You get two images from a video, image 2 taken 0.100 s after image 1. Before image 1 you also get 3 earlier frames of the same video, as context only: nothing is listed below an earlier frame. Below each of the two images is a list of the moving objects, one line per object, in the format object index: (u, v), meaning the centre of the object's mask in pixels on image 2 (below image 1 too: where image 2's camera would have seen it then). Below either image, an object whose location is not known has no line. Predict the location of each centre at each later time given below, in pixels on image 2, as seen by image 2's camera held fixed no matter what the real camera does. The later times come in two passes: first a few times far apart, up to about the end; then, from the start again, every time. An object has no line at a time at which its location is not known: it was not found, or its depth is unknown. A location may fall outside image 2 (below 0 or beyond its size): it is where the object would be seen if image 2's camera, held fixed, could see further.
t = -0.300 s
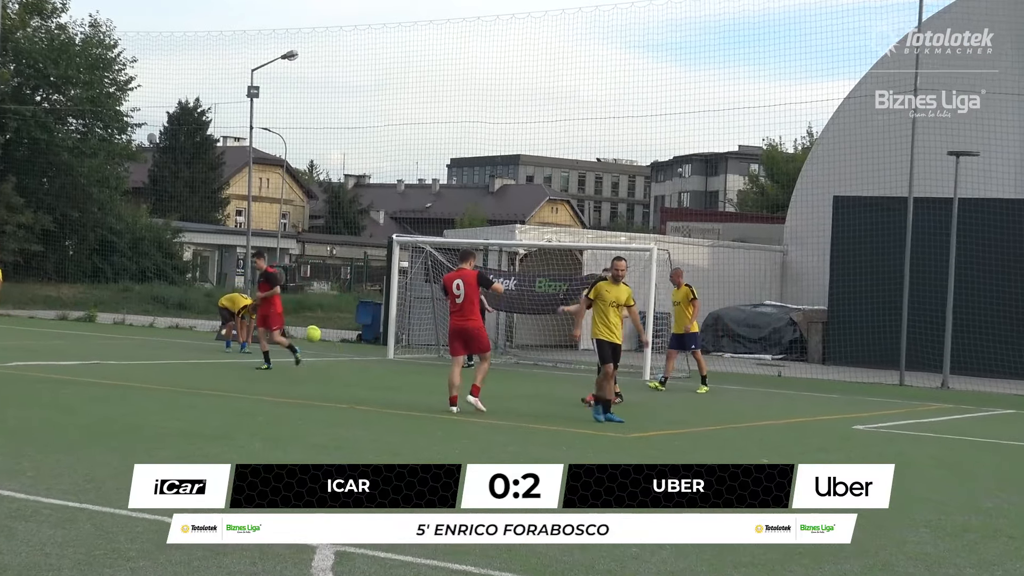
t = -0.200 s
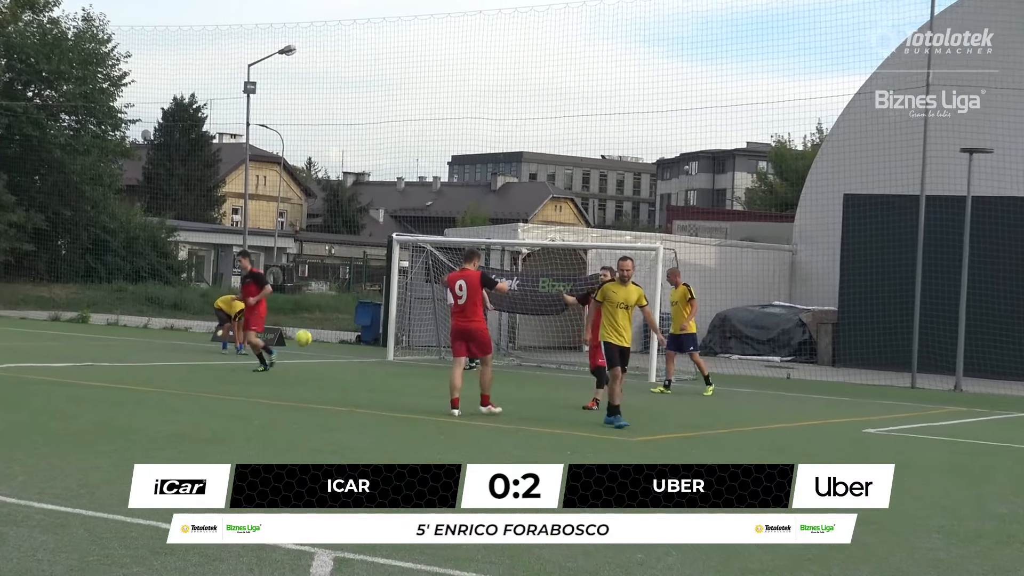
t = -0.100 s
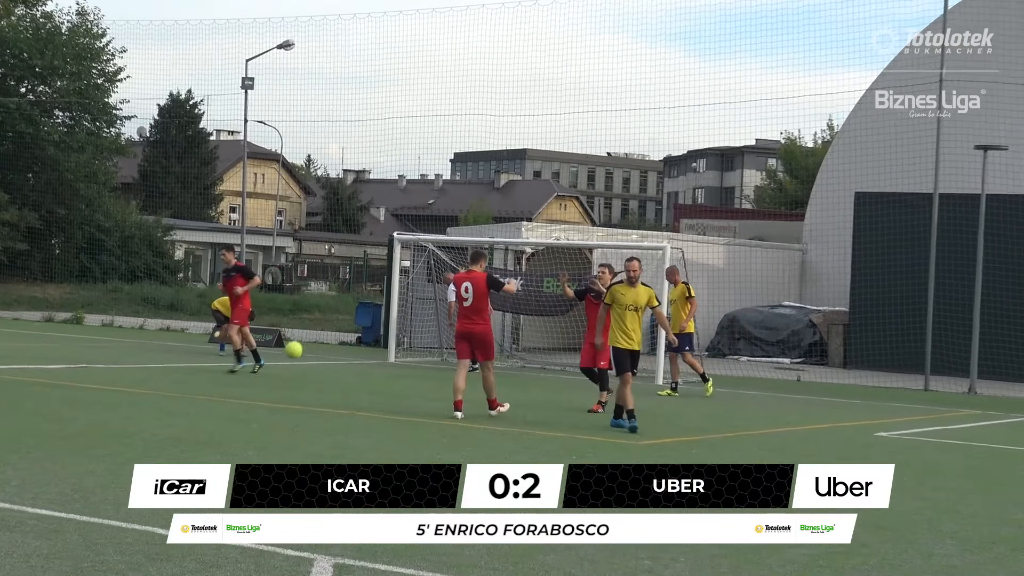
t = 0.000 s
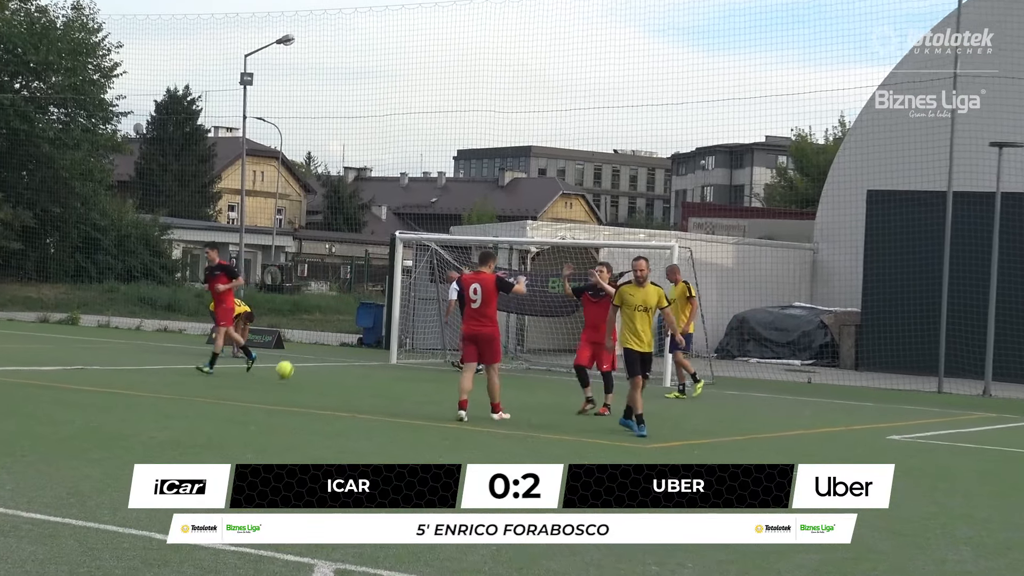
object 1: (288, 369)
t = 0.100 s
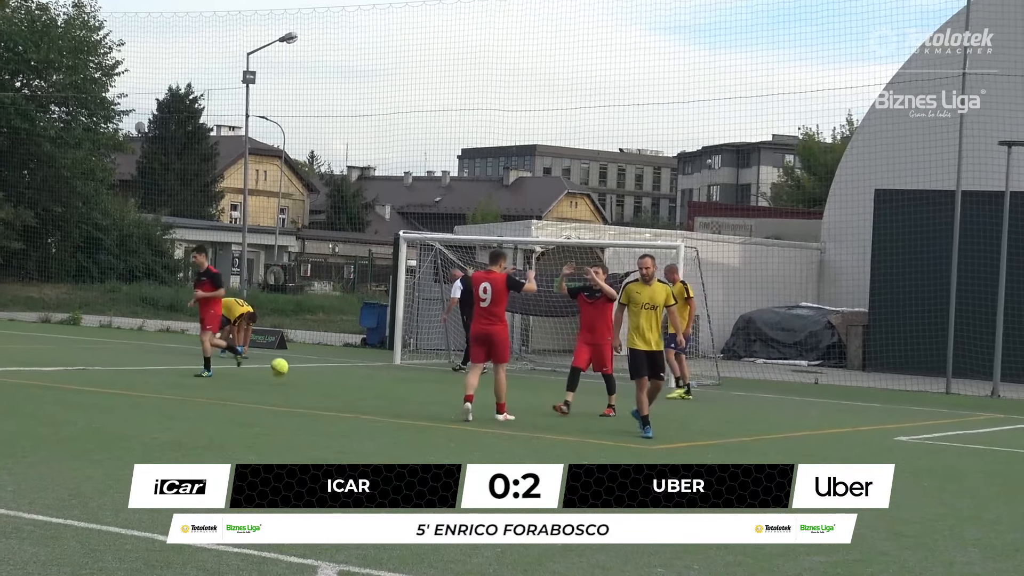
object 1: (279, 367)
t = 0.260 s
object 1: (266, 359)
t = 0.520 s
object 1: (240, 374)
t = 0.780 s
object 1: (218, 376)
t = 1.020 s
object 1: (194, 378)
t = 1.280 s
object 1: (170, 380)
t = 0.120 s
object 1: (278, 365)
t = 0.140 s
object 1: (276, 363)
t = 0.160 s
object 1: (274, 362)
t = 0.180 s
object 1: (273, 360)
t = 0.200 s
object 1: (271, 360)
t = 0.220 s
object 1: (269, 359)
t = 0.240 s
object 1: (268, 359)
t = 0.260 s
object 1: (266, 359)
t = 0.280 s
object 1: (264, 359)
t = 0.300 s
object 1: (262, 360)
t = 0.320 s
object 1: (260, 361)
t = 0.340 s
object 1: (258, 362)
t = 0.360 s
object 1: (256, 364)
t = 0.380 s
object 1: (255, 365)
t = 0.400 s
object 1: (253, 367)
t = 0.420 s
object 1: (250, 370)
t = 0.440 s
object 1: (248, 373)
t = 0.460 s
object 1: (246, 376)
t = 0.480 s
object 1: (244, 378)
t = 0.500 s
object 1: (242, 376)
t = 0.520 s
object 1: (240, 374)
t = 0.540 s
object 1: (239, 372)
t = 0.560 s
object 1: (237, 371)
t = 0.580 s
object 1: (235, 370)
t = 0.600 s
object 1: (234, 369)
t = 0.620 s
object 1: (232, 369)
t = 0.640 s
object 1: (230, 368)
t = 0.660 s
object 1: (229, 368)
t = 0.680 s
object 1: (227, 369)
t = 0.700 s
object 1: (225, 370)
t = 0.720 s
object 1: (223, 371)
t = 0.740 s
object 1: (221, 372)
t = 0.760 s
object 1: (219, 374)
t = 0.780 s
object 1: (218, 376)
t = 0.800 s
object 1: (215, 378)
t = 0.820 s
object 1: (213, 378)
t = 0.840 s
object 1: (211, 377)
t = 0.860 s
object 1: (210, 376)
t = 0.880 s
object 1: (208, 375)
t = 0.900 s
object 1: (206, 375)
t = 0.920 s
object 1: (204, 374)
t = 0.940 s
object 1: (202, 374)
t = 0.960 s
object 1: (201, 375)
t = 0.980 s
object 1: (198, 376)
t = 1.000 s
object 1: (196, 377)
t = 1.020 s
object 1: (194, 378)
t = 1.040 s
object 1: (192, 380)
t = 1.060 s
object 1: (190, 380)
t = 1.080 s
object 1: (189, 379)
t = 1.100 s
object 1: (187, 378)
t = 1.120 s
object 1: (185, 378)
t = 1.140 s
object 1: (183, 378)
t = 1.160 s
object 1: (182, 378)
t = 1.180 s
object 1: (180, 378)
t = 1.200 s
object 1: (177, 380)
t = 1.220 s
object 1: (176, 380)
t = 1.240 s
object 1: (174, 380)
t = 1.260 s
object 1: (172, 380)
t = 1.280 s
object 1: (170, 380)
